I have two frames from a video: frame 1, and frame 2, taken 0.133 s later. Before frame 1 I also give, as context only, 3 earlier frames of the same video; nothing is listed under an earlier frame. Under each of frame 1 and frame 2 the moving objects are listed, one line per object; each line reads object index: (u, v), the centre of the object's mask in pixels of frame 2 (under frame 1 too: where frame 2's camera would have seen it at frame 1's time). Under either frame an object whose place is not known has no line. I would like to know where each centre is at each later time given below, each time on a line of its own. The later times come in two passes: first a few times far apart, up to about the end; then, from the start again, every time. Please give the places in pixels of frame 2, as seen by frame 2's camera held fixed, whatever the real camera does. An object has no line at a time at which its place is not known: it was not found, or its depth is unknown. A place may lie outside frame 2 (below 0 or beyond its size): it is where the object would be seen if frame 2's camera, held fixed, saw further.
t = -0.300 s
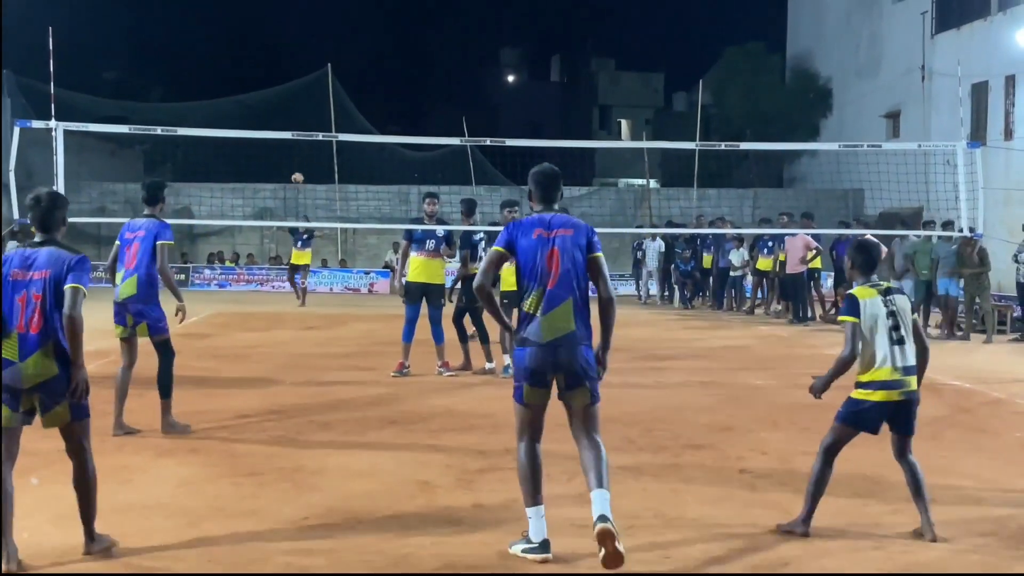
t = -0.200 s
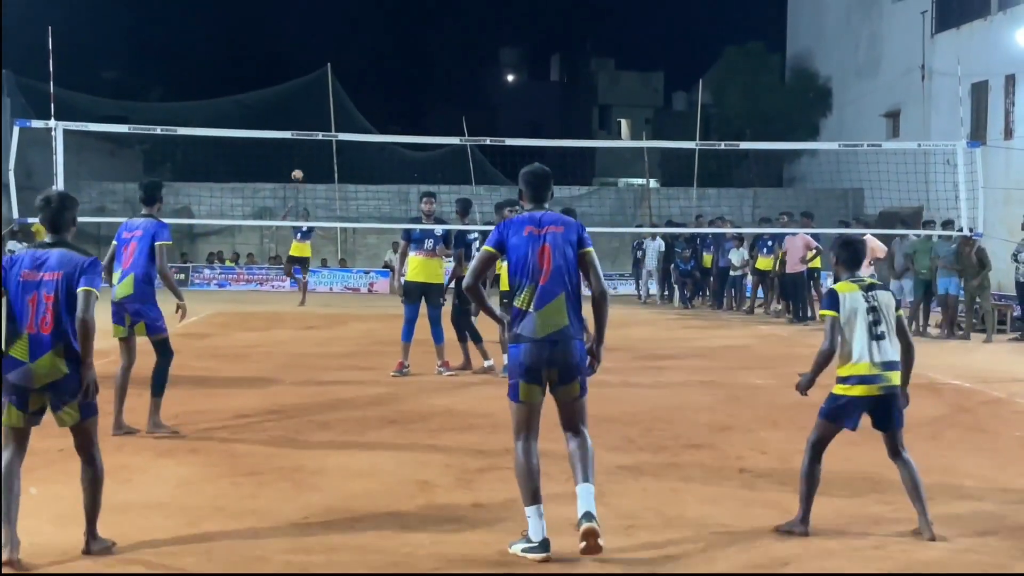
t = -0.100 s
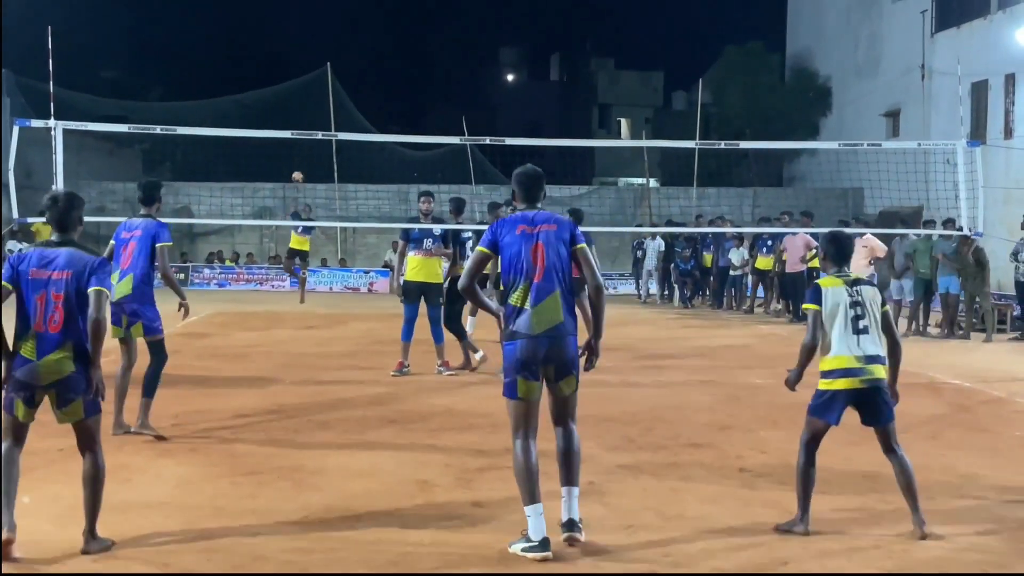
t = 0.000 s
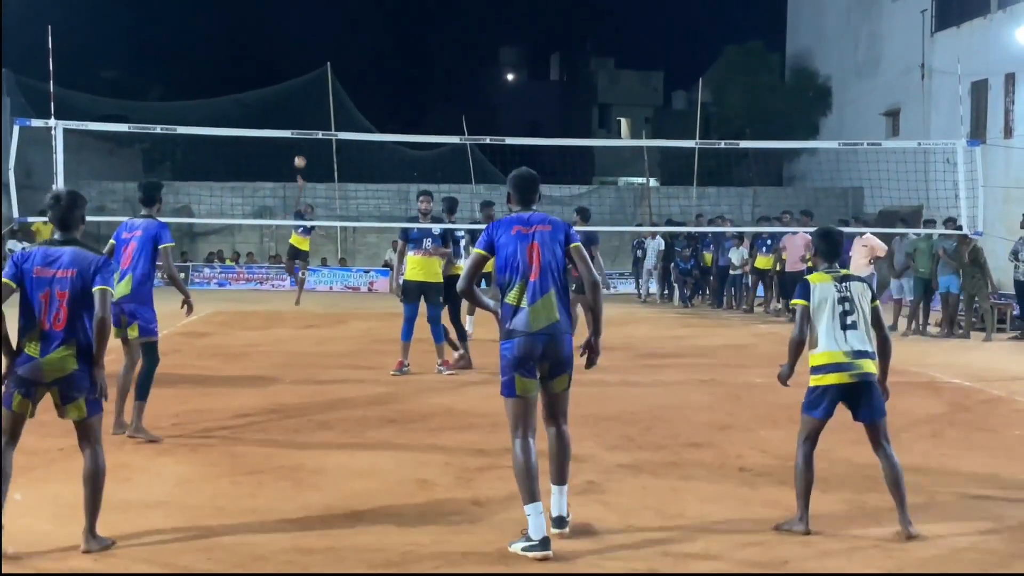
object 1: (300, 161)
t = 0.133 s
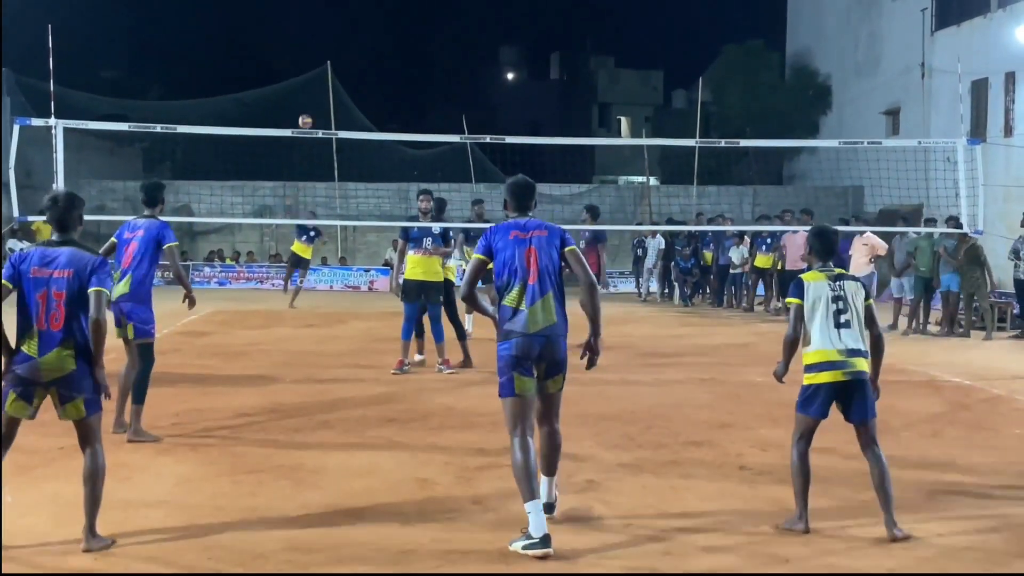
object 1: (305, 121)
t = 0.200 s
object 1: (308, 104)
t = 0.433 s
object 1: (325, 56)
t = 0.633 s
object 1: (350, 41)
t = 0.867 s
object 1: (388, 78)
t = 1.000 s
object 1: (416, 139)
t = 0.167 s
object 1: (307, 113)
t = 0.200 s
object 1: (308, 104)
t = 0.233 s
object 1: (310, 95)
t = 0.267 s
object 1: (312, 87)
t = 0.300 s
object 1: (314, 80)
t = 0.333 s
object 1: (316, 73)
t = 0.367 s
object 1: (319, 67)
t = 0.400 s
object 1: (321, 61)
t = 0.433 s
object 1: (325, 56)
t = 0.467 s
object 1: (328, 52)
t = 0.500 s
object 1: (332, 48)
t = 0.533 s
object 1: (336, 44)
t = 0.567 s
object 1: (341, 42)
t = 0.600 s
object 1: (345, 41)
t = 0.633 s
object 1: (350, 41)
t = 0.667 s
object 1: (355, 41)
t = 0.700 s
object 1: (360, 44)
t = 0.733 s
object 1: (365, 48)
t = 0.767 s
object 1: (371, 53)
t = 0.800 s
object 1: (377, 60)
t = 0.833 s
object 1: (382, 68)
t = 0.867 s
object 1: (388, 78)
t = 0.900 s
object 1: (395, 90)
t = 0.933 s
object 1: (401, 104)
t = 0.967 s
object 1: (408, 120)
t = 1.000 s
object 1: (416, 139)
